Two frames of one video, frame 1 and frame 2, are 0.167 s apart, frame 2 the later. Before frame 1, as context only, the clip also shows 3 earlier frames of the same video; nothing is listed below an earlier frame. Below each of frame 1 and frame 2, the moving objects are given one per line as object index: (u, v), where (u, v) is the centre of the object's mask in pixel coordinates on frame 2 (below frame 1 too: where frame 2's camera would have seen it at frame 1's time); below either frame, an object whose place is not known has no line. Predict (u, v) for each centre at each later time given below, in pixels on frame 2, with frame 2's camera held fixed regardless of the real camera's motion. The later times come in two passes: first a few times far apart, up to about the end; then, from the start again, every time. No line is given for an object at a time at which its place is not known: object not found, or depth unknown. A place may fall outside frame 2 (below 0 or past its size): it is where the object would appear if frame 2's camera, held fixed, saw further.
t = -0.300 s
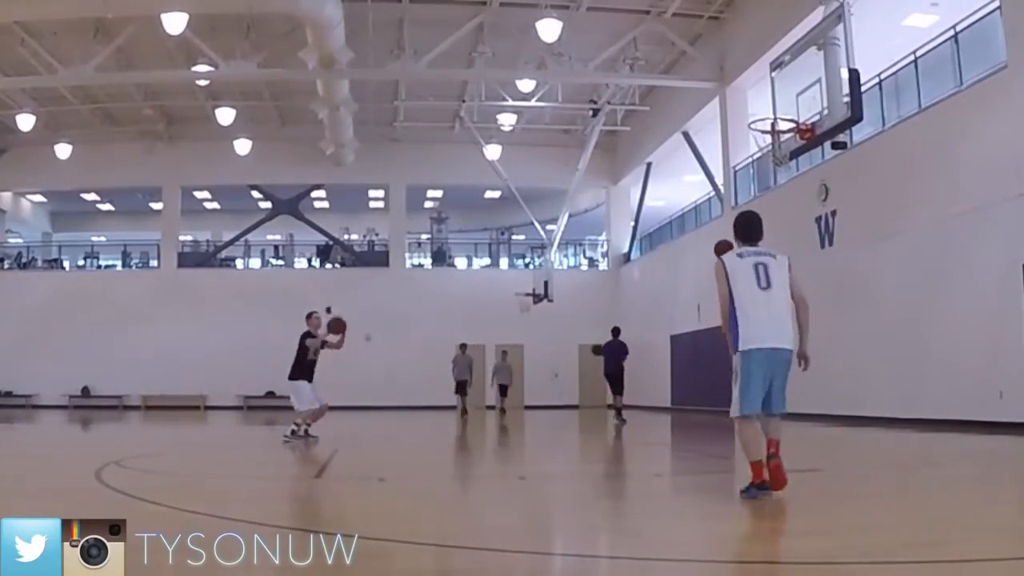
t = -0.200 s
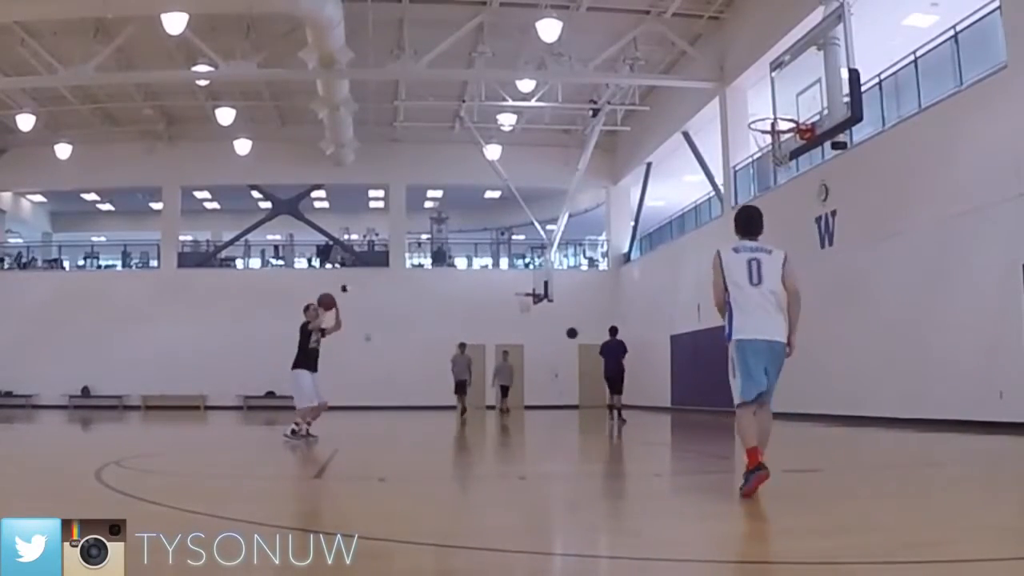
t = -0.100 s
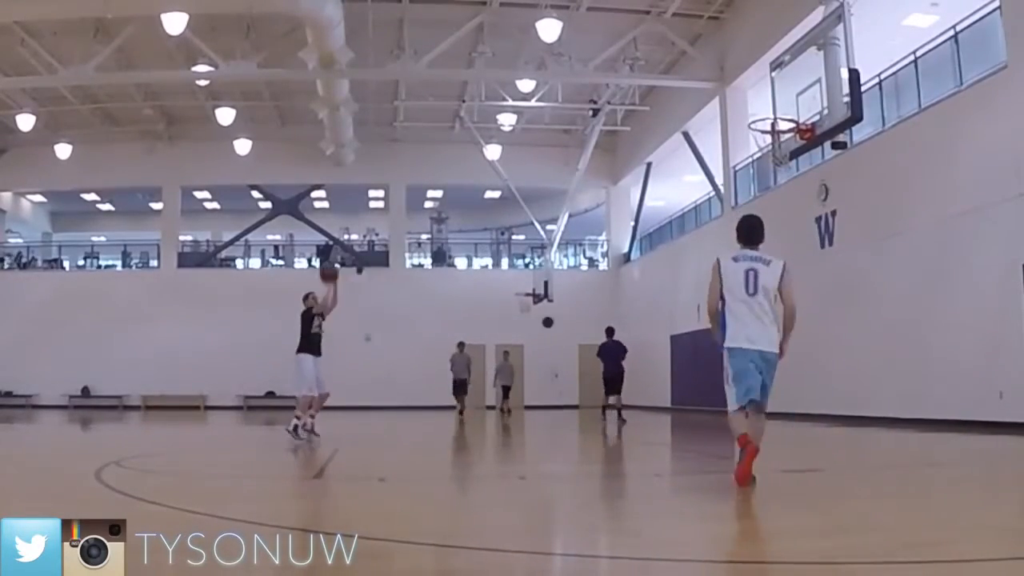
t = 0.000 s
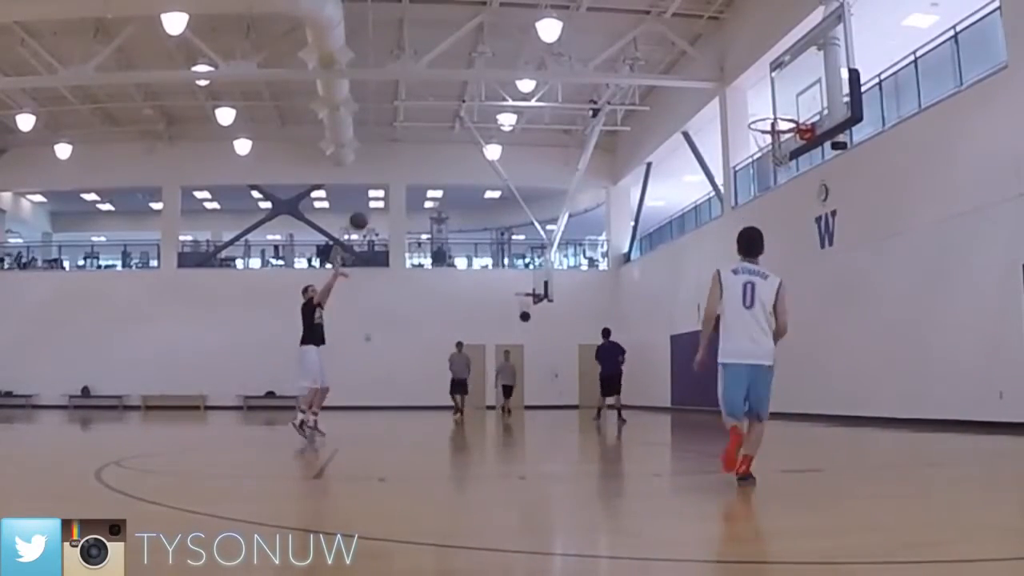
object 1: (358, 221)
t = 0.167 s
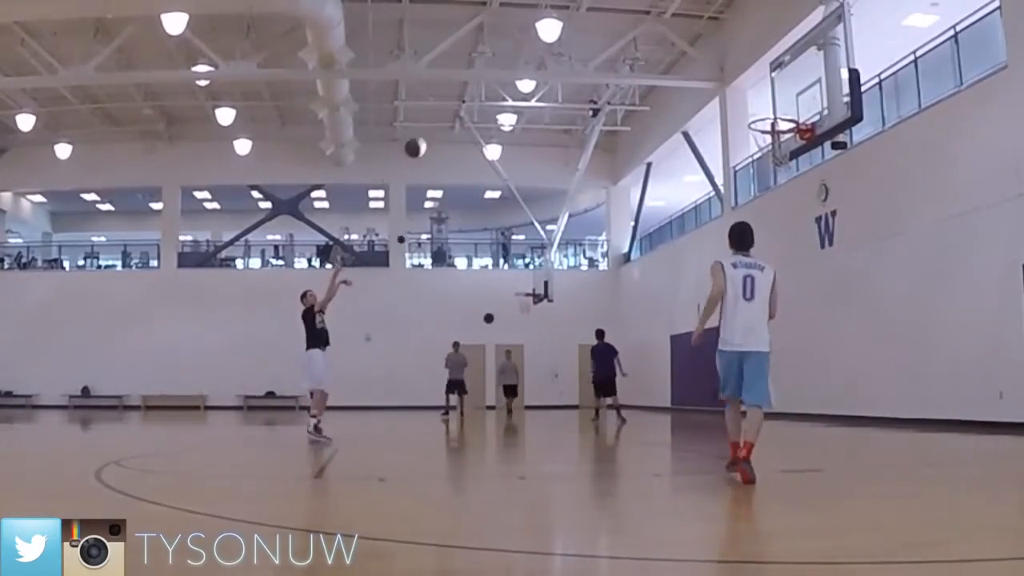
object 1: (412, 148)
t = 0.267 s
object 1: (449, 113)
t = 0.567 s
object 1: (561, 53)
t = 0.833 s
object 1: (674, 63)
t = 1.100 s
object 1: (789, 144)
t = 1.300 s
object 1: (776, 227)
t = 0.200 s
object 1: (424, 135)
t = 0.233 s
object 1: (436, 124)
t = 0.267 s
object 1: (449, 113)
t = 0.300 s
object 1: (460, 103)
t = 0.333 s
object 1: (471, 94)
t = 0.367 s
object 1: (485, 85)
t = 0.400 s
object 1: (496, 78)
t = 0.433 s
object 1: (509, 71)
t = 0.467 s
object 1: (521, 65)
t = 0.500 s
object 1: (534, 60)
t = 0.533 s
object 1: (547, 56)
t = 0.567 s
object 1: (561, 53)
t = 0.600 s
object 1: (574, 51)
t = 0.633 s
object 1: (588, 50)
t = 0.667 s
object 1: (602, 49)
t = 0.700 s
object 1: (616, 50)
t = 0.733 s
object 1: (630, 52)
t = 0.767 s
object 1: (645, 55)
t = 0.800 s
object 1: (659, 59)
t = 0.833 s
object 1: (674, 63)
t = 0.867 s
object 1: (690, 69)
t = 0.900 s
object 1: (706, 76)
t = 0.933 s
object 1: (722, 85)
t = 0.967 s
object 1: (738, 95)
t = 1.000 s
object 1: (754, 106)
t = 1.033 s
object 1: (771, 120)
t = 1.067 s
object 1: (788, 131)
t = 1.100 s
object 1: (789, 144)
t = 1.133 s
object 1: (786, 156)
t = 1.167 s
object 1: (786, 168)
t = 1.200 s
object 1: (782, 182)
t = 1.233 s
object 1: (781, 196)
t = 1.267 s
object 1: (779, 211)
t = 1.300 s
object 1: (776, 227)
